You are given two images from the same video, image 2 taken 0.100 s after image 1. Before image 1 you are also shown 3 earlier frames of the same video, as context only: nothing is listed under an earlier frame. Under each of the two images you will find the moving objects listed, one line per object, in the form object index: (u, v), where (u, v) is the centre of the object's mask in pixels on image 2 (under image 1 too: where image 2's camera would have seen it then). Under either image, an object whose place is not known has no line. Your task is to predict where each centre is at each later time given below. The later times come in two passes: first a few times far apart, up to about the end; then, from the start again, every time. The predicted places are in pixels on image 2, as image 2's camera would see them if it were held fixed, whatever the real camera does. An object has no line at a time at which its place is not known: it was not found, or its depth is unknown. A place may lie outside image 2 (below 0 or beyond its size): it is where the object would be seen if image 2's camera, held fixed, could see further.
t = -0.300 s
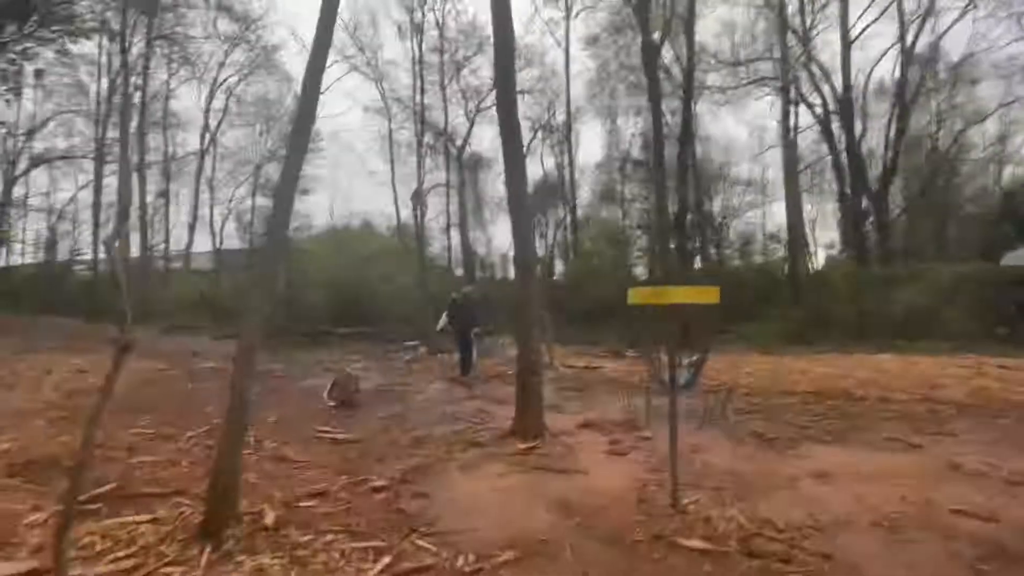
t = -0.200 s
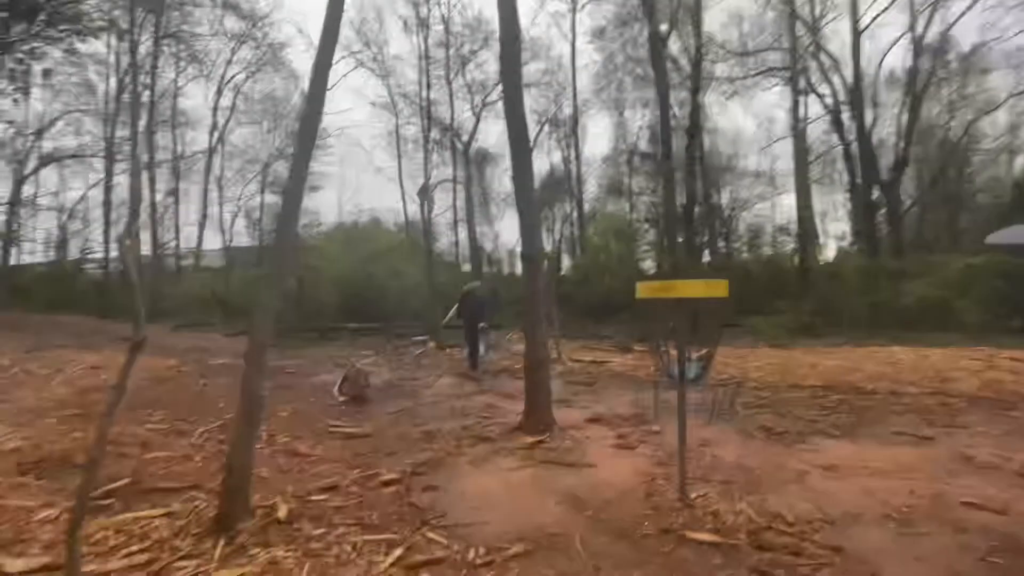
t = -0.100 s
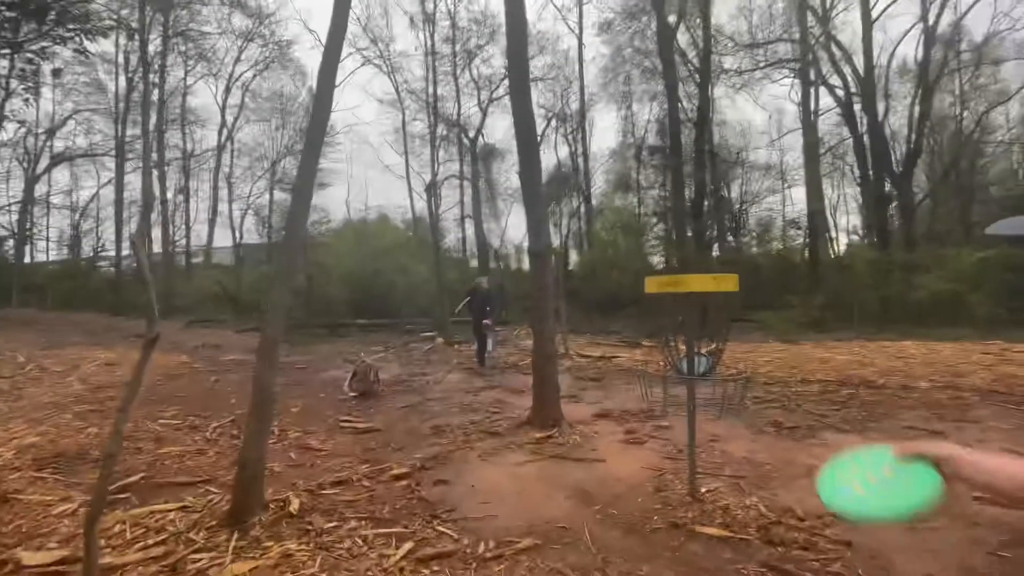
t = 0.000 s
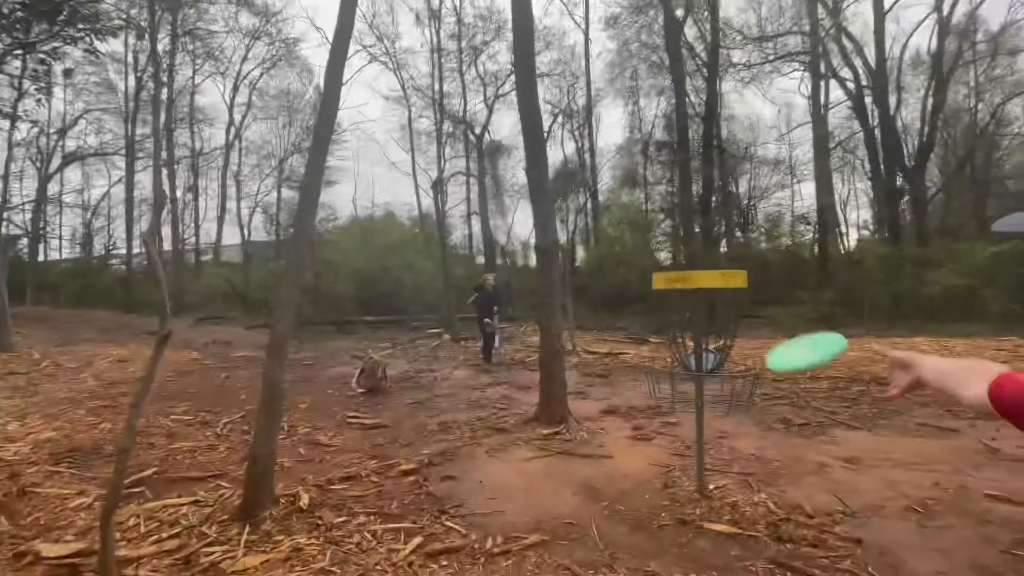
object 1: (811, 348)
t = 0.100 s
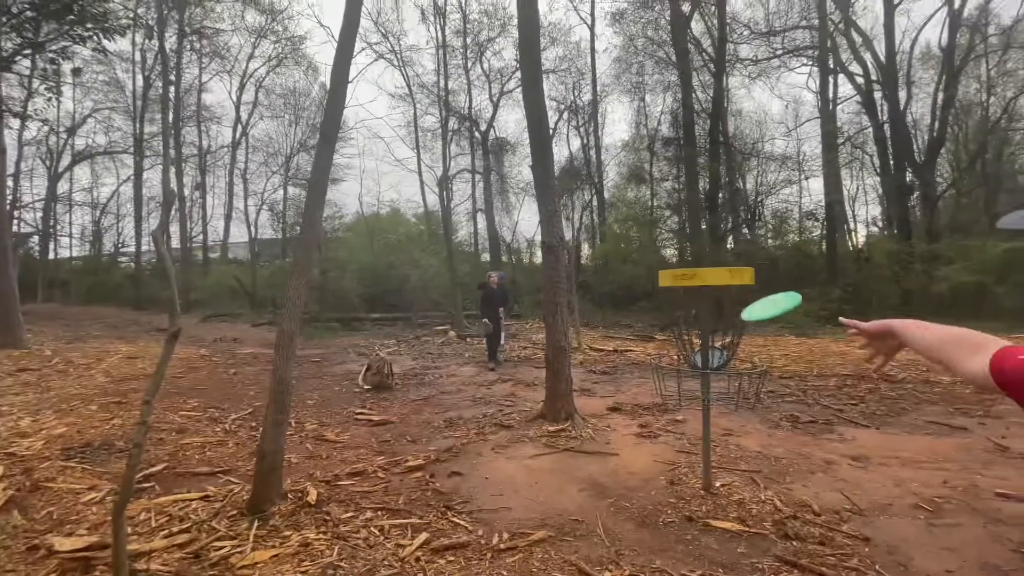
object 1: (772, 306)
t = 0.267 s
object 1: (736, 307)
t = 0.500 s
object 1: (716, 358)
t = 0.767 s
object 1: (706, 387)
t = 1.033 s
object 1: (709, 391)
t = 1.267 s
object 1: (708, 390)
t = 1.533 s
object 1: (706, 390)
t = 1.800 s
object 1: (705, 389)
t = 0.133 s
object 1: (762, 302)
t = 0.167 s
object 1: (754, 300)
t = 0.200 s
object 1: (747, 300)
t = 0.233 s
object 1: (741, 303)
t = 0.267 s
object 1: (736, 307)
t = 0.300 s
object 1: (730, 312)
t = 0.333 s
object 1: (725, 318)
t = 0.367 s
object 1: (720, 325)
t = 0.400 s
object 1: (717, 330)
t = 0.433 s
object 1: (715, 338)
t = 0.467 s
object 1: (715, 351)
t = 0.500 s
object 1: (716, 358)
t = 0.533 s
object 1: (716, 382)
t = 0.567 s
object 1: (714, 383)
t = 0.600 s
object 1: (710, 387)
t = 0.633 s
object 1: (709, 385)
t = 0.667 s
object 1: (707, 385)
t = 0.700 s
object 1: (706, 387)
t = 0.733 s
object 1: (705, 387)
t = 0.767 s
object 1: (706, 387)
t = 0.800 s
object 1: (706, 388)
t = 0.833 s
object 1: (708, 389)
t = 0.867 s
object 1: (708, 389)
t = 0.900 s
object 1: (708, 389)
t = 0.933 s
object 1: (709, 390)
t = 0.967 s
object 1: (709, 390)
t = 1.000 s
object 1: (709, 391)
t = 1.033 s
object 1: (709, 391)
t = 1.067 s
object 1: (709, 391)
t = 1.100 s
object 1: (709, 391)
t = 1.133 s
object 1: (709, 391)
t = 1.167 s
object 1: (708, 391)
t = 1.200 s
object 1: (708, 391)
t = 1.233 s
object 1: (708, 391)
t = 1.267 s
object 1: (708, 390)
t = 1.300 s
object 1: (708, 390)
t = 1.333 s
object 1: (707, 390)
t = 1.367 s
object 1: (707, 390)
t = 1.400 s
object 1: (707, 390)
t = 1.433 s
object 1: (706, 390)
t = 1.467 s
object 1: (706, 390)
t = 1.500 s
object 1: (706, 390)
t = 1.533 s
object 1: (706, 390)
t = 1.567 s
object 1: (706, 390)
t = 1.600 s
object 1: (706, 390)
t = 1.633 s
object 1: (706, 390)
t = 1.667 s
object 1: (706, 390)
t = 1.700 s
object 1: (705, 389)
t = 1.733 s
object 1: (705, 389)
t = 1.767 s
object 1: (705, 389)
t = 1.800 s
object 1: (705, 389)
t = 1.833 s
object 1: (705, 389)
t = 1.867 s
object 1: (704, 388)
